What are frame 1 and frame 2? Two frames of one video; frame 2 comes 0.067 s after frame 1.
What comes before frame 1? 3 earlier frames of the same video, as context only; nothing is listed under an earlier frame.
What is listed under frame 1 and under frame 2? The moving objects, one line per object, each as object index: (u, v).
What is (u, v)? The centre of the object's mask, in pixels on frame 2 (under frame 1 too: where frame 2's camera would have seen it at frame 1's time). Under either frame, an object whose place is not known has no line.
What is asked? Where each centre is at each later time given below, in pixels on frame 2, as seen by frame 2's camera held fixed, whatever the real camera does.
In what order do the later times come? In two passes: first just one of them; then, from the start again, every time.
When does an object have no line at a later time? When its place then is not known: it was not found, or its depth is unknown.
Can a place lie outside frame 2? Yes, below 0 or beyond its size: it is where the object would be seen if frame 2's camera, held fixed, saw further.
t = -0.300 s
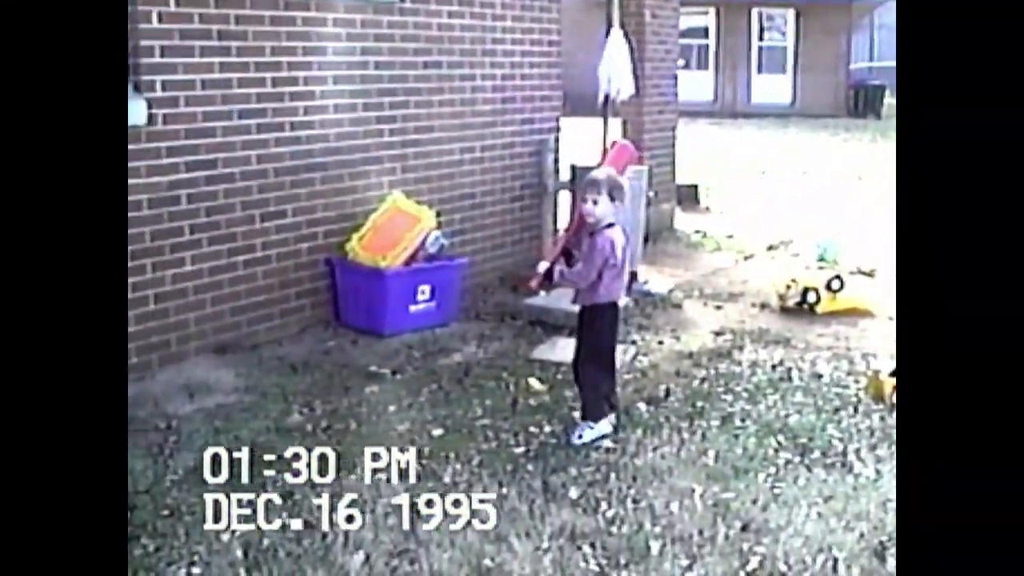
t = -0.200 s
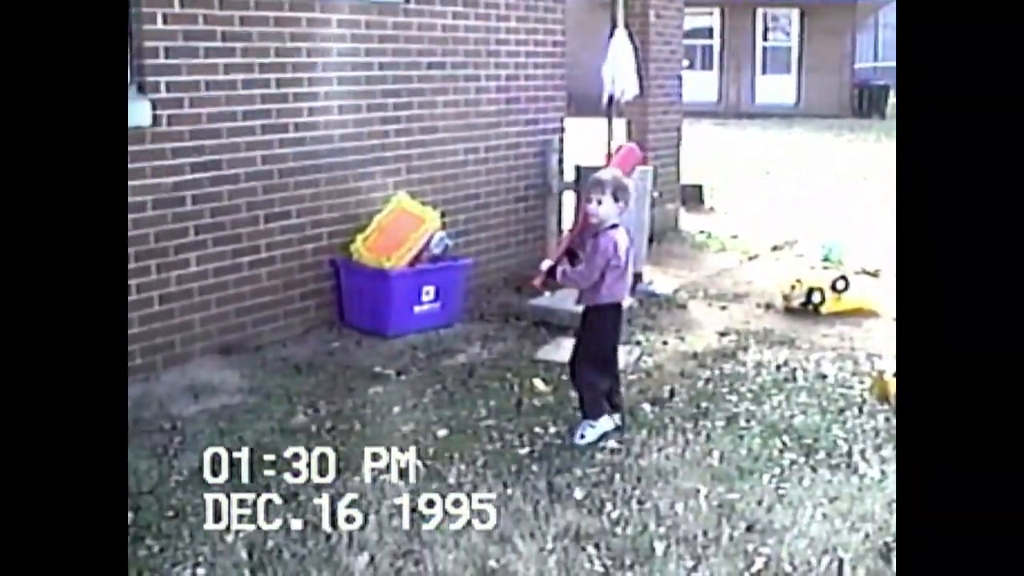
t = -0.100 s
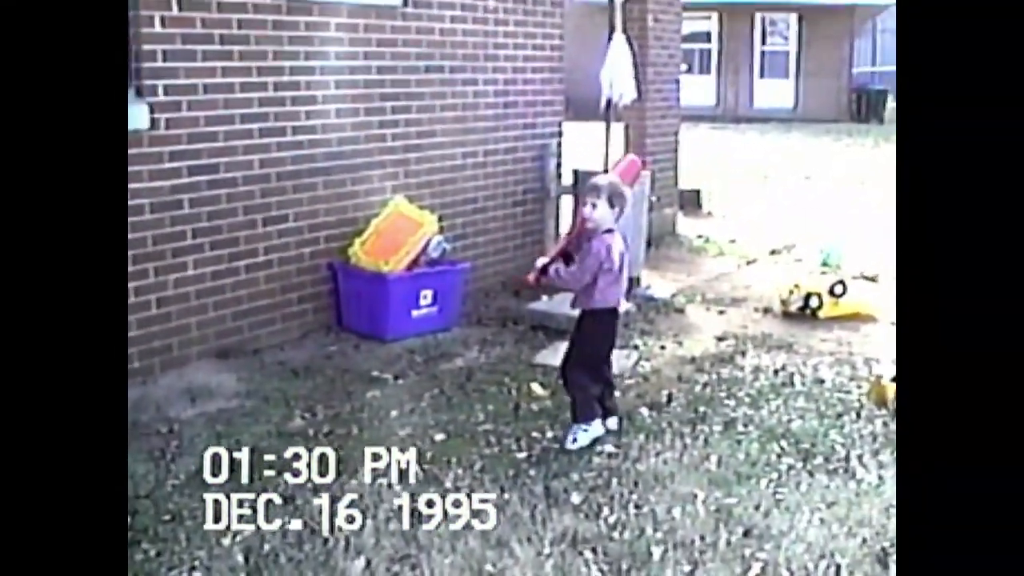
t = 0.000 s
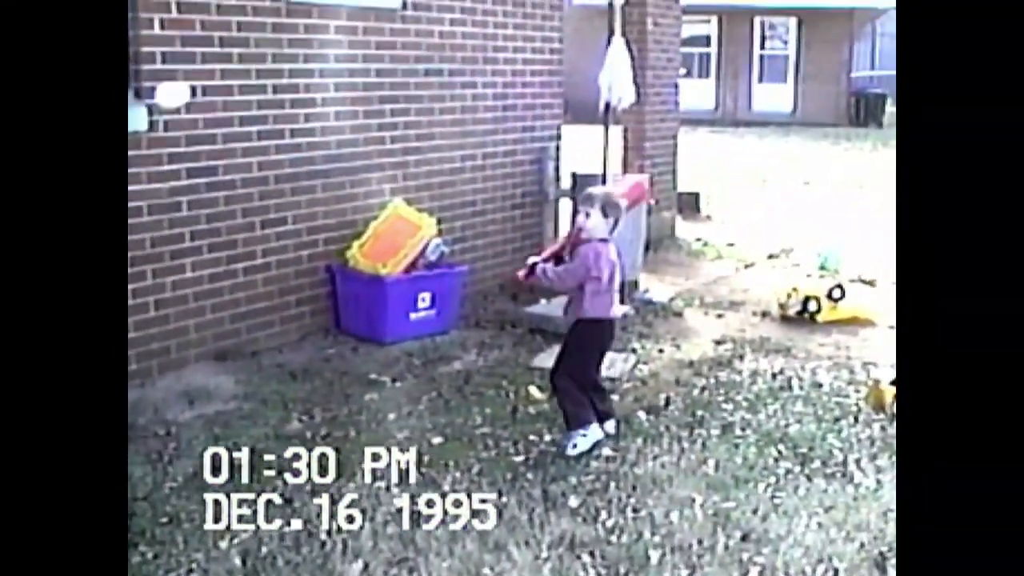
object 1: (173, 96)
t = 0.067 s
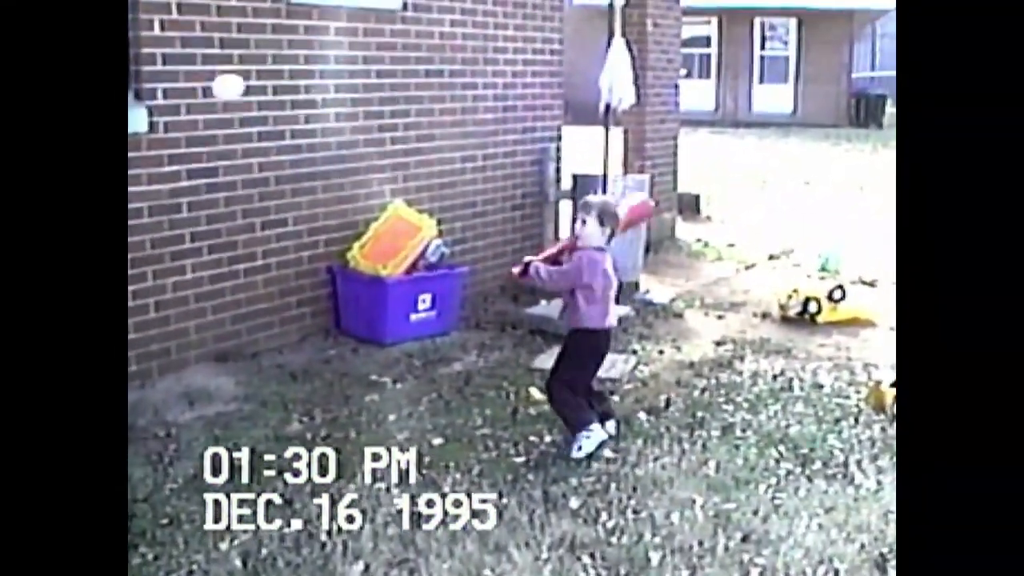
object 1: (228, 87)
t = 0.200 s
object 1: (322, 114)
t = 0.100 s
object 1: (255, 88)
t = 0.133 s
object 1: (278, 93)
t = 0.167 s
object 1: (300, 102)
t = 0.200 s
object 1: (322, 114)
